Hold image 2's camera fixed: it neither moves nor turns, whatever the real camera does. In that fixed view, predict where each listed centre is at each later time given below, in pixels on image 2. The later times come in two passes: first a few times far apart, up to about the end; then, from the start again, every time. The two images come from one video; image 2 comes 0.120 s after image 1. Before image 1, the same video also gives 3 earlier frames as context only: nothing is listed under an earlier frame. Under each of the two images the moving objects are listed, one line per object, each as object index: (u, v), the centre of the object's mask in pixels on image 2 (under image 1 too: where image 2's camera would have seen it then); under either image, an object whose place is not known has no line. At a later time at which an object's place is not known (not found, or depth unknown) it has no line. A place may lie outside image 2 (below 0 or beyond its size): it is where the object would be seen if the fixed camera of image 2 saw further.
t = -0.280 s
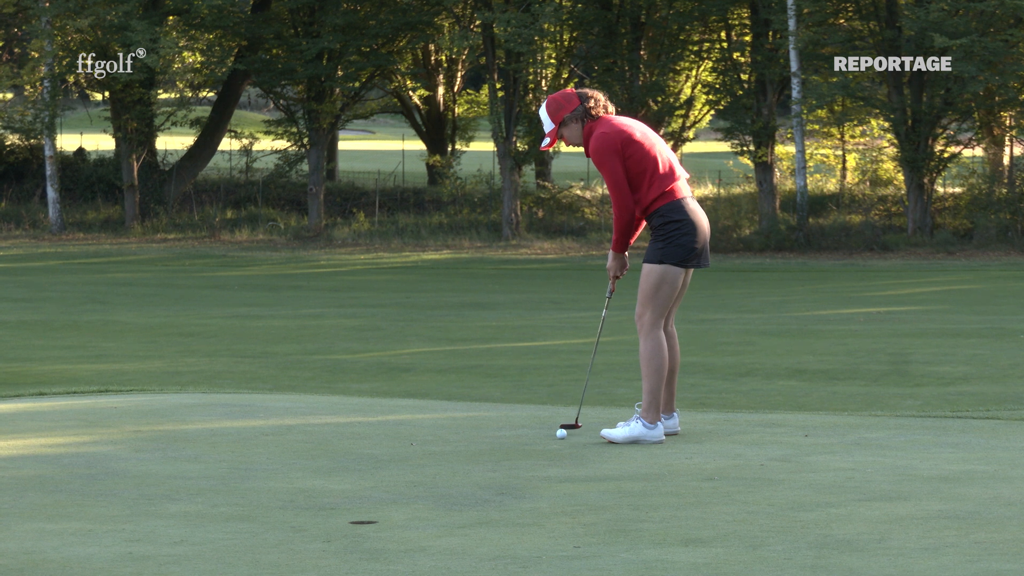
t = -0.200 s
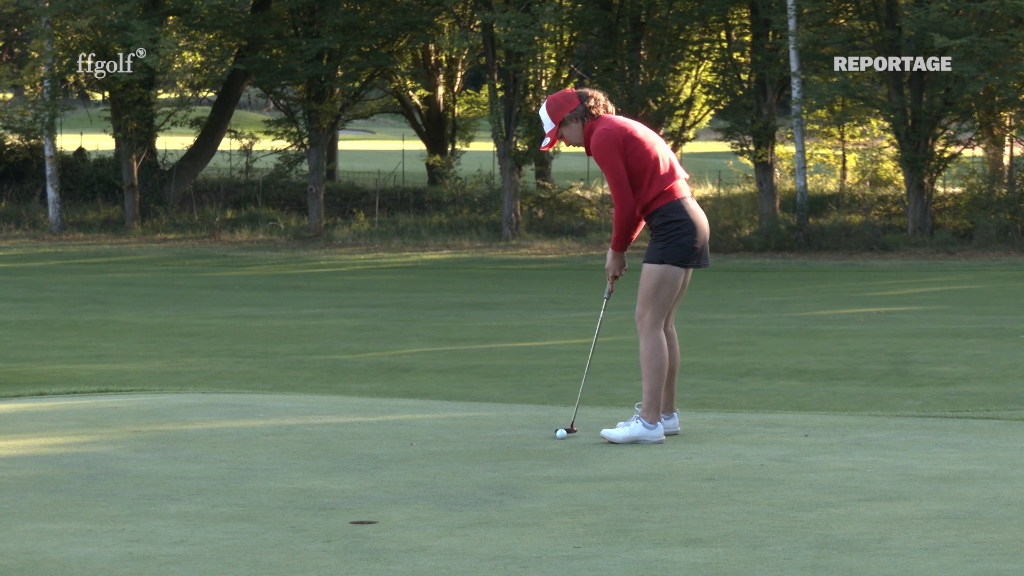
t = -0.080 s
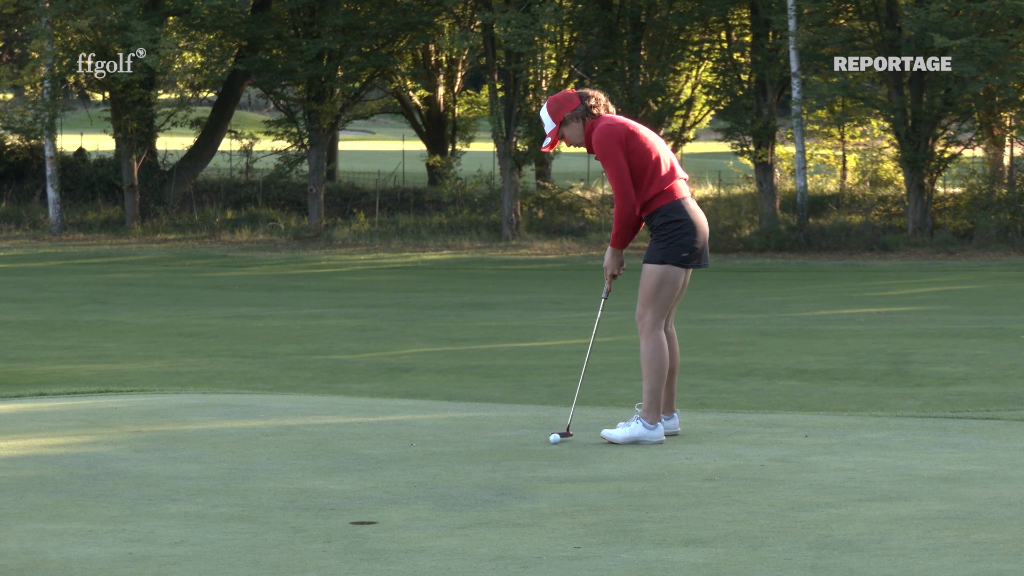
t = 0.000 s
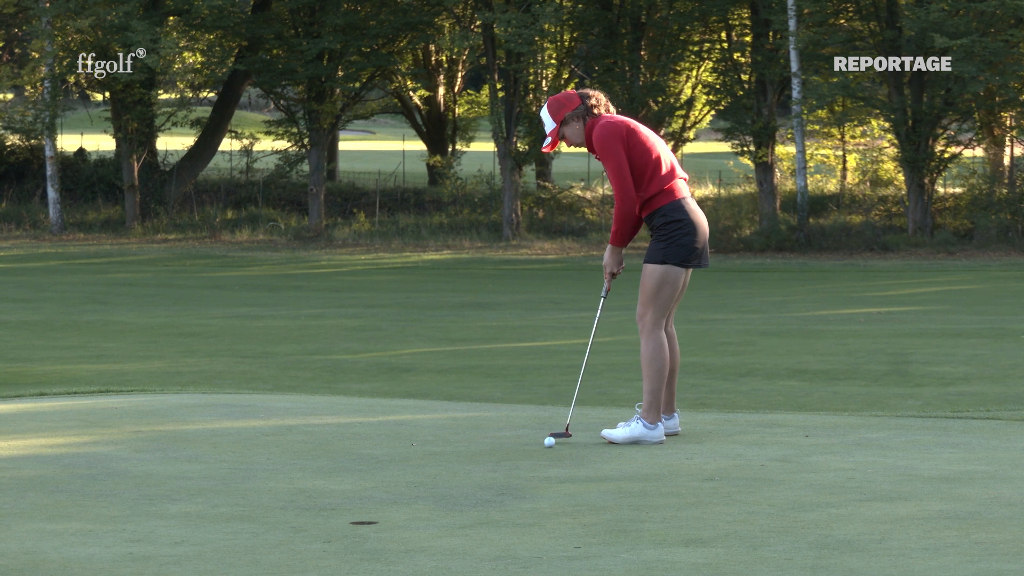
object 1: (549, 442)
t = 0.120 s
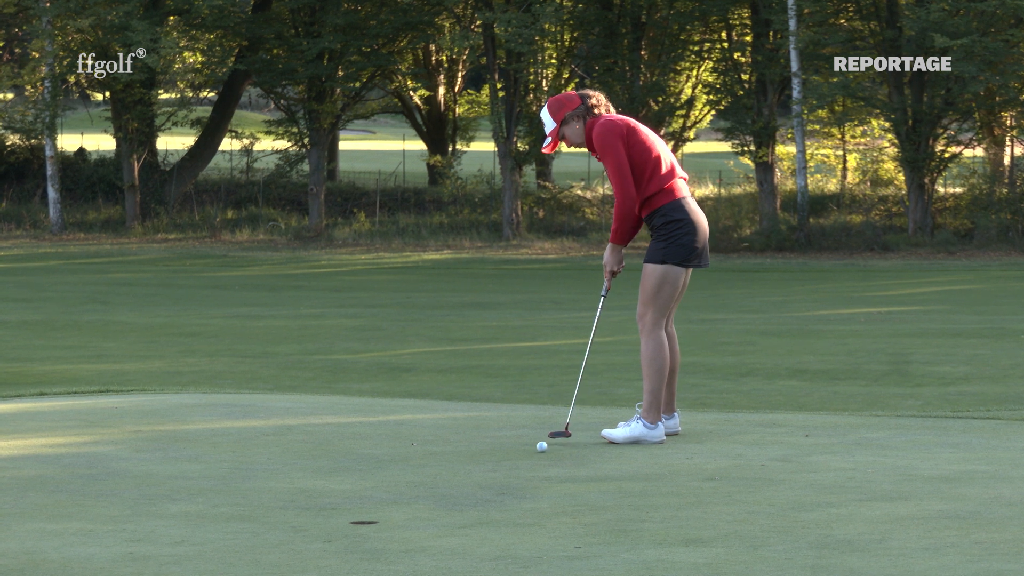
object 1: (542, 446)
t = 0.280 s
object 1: (531, 453)
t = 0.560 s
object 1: (511, 464)
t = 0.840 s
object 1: (490, 474)
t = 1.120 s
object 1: (467, 484)
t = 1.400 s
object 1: (441, 494)
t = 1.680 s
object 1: (415, 502)
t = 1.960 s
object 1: (391, 511)
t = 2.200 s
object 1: (371, 522)
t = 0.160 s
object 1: (539, 448)
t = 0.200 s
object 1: (536, 450)
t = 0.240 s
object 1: (533, 451)
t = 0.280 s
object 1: (531, 453)
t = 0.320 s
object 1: (528, 454)
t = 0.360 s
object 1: (525, 456)
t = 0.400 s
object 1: (522, 457)
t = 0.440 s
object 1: (519, 459)
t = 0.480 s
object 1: (517, 461)
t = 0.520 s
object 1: (514, 462)
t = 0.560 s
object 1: (511, 464)
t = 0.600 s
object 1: (508, 465)
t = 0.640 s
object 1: (505, 467)
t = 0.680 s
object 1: (502, 468)
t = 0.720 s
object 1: (499, 470)
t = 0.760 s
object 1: (496, 471)
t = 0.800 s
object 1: (493, 473)
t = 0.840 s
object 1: (490, 474)
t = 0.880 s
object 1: (487, 476)
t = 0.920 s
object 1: (484, 476)
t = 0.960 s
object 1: (481, 478)
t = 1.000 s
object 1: (477, 480)
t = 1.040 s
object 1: (474, 481)
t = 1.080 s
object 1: (471, 482)
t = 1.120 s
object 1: (467, 484)
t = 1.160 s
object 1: (464, 485)
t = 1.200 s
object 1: (460, 487)
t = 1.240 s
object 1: (456, 488)
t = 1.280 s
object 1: (453, 489)
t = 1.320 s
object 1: (449, 491)
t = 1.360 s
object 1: (445, 492)
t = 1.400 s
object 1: (441, 494)
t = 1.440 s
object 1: (438, 495)
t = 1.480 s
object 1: (434, 496)
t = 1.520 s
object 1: (430, 497)
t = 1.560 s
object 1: (426, 499)
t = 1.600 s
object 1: (422, 500)
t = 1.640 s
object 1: (419, 501)
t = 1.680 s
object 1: (415, 502)
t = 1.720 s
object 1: (412, 503)
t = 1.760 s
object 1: (408, 505)
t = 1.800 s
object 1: (405, 506)
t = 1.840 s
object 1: (401, 507)
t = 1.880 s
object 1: (398, 508)
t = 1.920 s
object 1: (394, 509)
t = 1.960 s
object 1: (391, 511)
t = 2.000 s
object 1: (387, 512)
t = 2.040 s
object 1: (384, 513)
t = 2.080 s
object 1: (381, 514)
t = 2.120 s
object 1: (377, 515)
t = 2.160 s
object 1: (374, 518)
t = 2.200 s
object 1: (371, 522)
